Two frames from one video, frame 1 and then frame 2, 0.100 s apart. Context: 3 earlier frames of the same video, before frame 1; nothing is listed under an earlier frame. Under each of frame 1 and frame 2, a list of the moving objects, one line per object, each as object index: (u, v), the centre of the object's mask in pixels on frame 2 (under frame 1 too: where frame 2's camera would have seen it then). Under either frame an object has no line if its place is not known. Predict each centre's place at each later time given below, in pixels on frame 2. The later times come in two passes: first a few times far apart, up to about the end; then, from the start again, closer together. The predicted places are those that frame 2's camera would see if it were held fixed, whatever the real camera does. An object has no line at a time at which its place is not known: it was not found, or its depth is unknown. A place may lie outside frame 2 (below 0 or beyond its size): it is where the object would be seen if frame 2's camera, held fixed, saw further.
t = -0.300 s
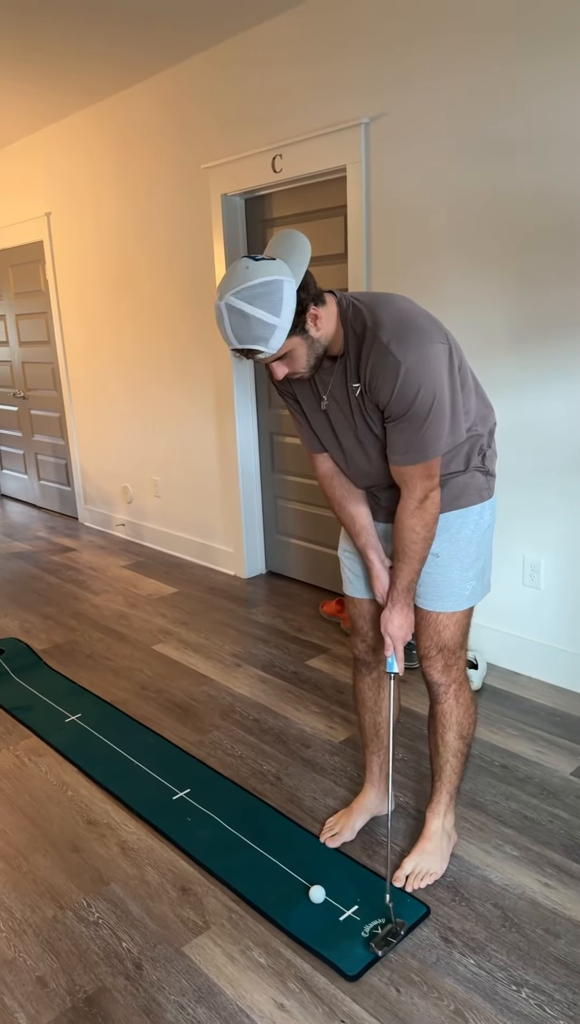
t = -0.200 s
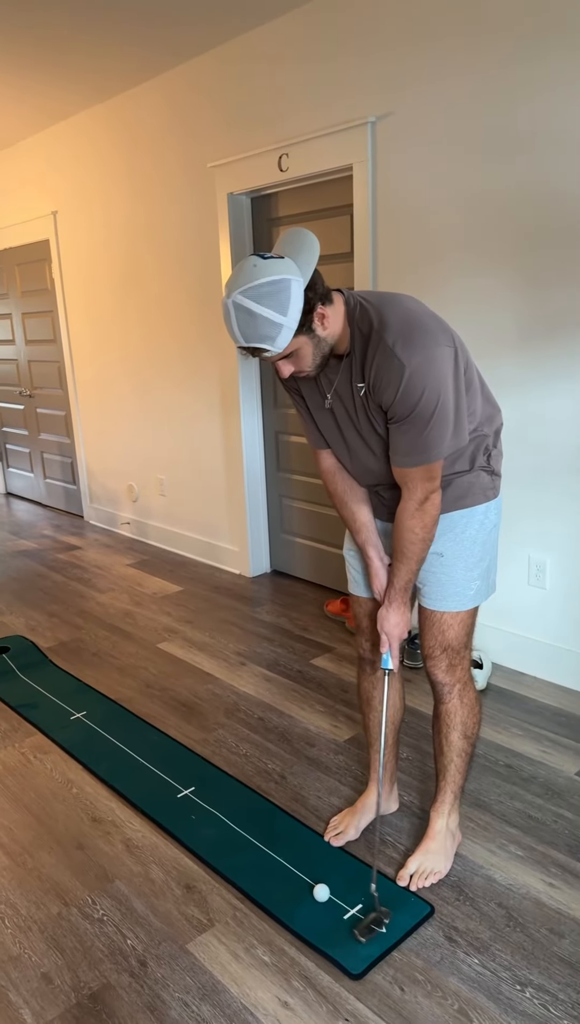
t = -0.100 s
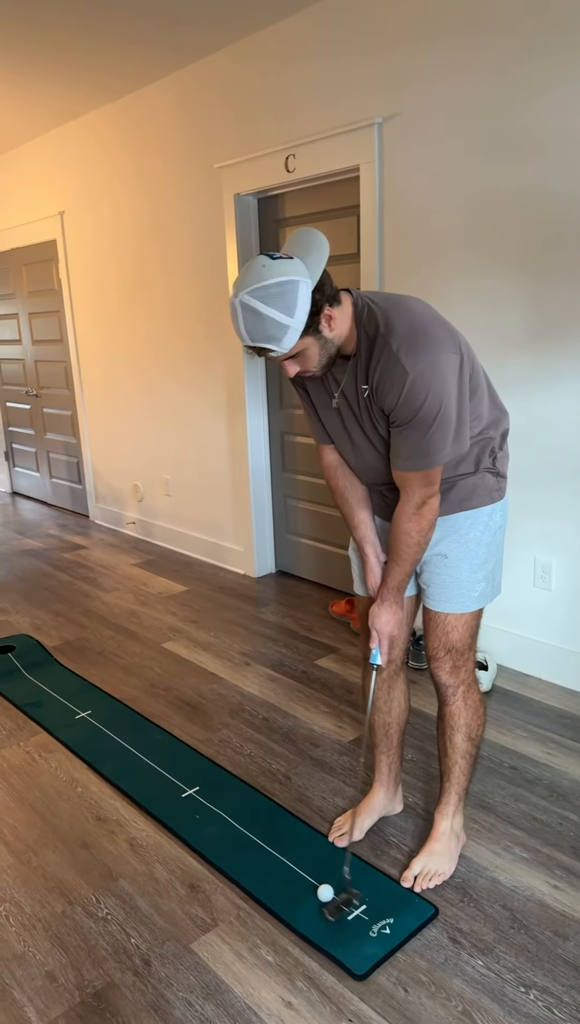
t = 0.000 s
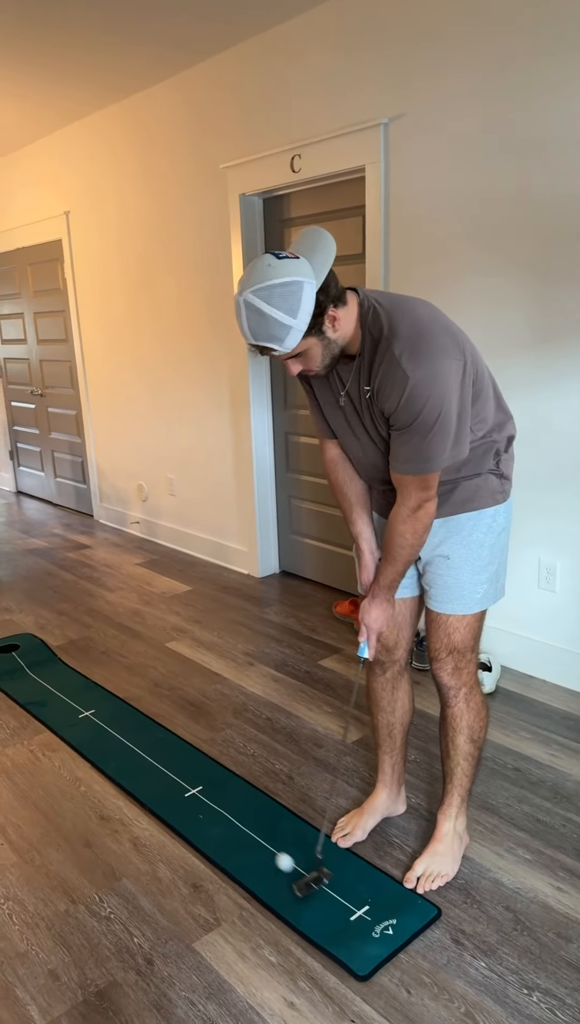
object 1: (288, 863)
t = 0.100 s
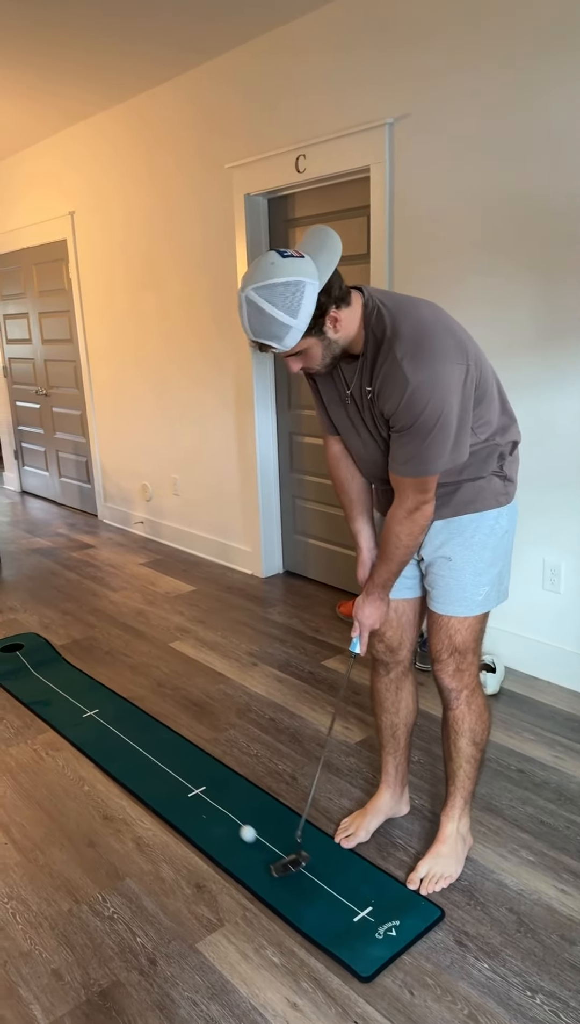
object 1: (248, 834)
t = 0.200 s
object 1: (216, 810)
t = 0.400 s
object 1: (164, 773)
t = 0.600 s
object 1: (121, 741)
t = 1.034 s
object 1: (50, 690)
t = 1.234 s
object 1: (25, 671)
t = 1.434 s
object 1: (4, 649)
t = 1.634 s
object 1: (-9, 639)
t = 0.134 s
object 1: (237, 826)
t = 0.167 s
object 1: (226, 818)
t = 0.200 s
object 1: (216, 810)
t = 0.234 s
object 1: (207, 804)
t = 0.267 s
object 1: (198, 798)
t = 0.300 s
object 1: (189, 791)
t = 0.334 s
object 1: (180, 785)
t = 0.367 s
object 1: (172, 779)
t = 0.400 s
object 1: (164, 773)
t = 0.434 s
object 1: (157, 767)
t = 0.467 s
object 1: (149, 762)
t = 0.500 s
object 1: (142, 757)
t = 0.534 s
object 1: (135, 751)
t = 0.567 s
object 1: (128, 746)
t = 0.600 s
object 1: (121, 741)
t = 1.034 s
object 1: (50, 690)
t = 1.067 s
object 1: (46, 687)
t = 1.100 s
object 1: (41, 683)
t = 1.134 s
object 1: (37, 680)
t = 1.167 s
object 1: (32, 677)
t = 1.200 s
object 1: (28, 674)
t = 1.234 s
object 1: (25, 671)
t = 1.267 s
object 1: (20, 667)
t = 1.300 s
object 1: (17, 662)
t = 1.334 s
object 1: (13, 658)
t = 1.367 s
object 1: (10, 655)
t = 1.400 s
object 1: (7, 652)
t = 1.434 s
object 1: (4, 649)
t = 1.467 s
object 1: (2, 648)
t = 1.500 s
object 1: (-1, 646)
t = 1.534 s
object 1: (-3, 644)
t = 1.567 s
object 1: (-5, 642)
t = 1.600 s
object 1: (-7, 641)
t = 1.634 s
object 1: (-9, 639)
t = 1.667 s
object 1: (-12, 639)
